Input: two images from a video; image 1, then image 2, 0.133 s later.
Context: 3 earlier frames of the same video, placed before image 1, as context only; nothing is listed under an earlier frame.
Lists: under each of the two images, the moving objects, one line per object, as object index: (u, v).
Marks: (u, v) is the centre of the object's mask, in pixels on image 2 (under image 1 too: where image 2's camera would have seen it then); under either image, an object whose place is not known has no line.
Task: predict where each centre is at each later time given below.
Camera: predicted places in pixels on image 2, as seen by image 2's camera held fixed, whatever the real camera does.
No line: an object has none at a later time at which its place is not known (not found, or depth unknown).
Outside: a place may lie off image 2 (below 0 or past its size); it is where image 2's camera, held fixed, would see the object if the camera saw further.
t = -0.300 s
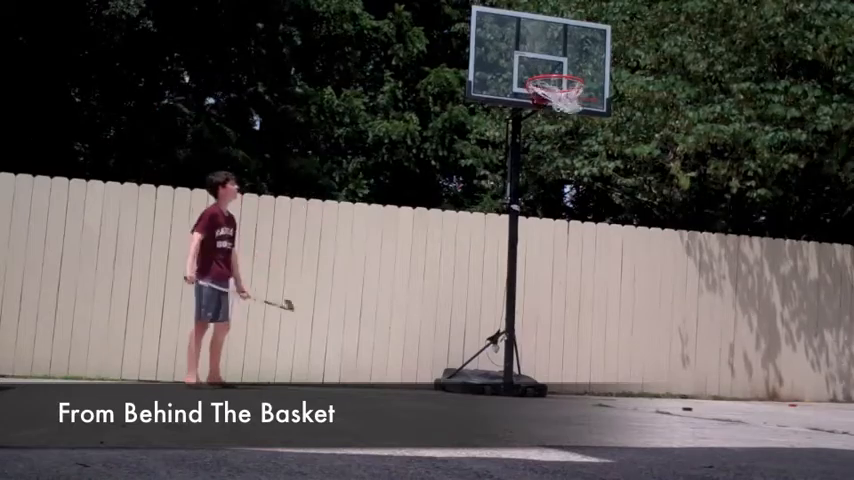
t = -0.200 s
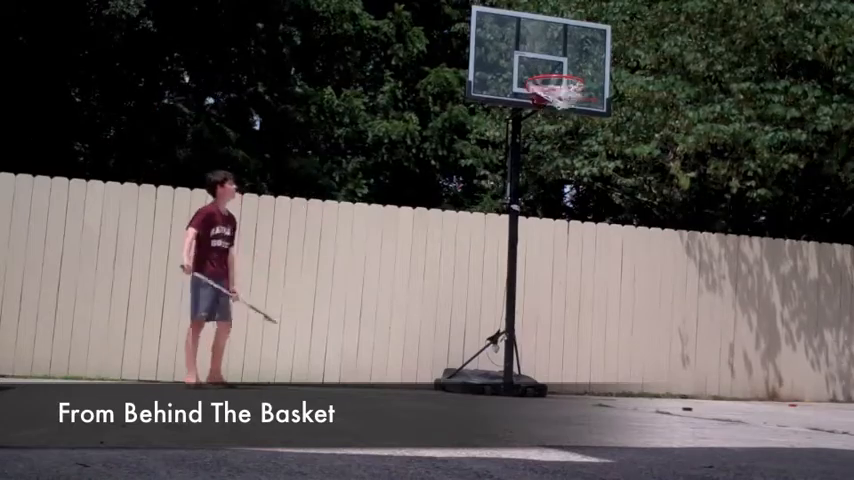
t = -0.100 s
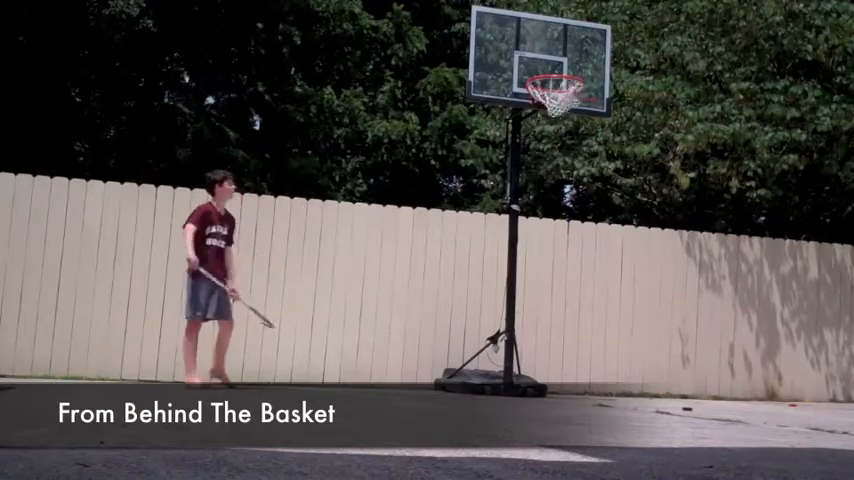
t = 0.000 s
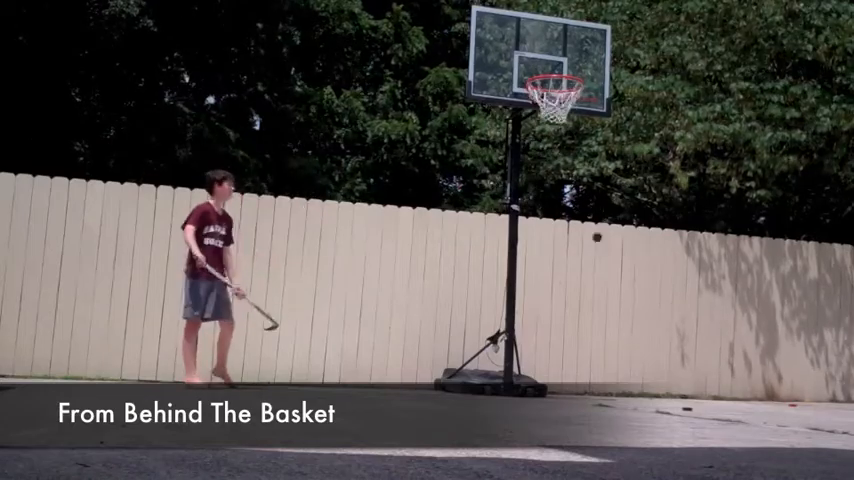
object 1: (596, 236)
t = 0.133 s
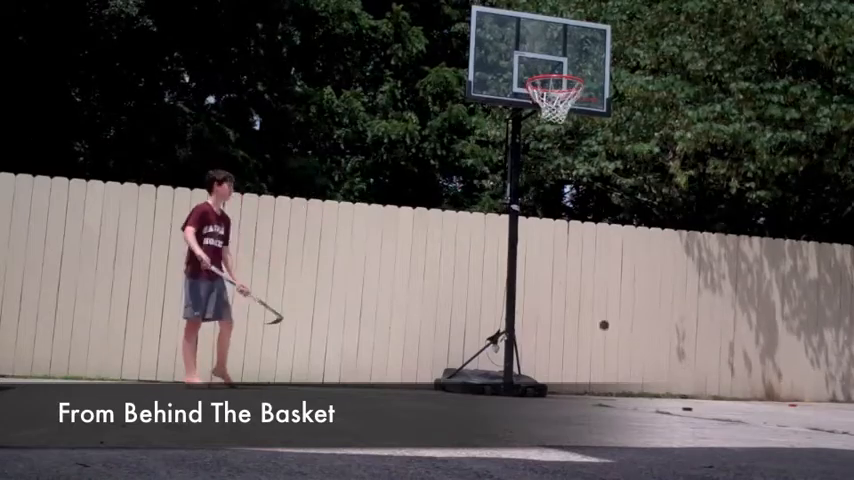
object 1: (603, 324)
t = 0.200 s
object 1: (607, 378)
